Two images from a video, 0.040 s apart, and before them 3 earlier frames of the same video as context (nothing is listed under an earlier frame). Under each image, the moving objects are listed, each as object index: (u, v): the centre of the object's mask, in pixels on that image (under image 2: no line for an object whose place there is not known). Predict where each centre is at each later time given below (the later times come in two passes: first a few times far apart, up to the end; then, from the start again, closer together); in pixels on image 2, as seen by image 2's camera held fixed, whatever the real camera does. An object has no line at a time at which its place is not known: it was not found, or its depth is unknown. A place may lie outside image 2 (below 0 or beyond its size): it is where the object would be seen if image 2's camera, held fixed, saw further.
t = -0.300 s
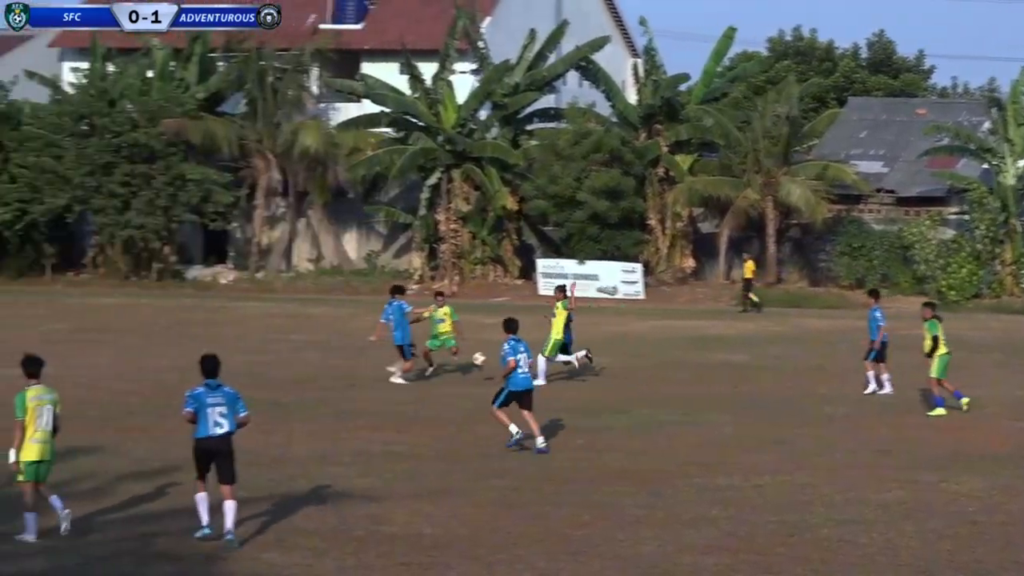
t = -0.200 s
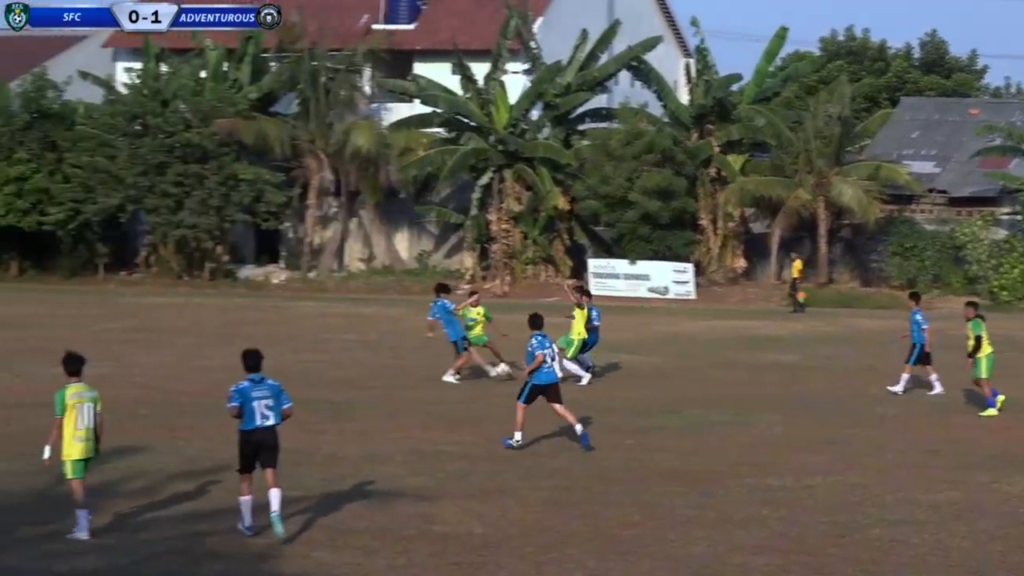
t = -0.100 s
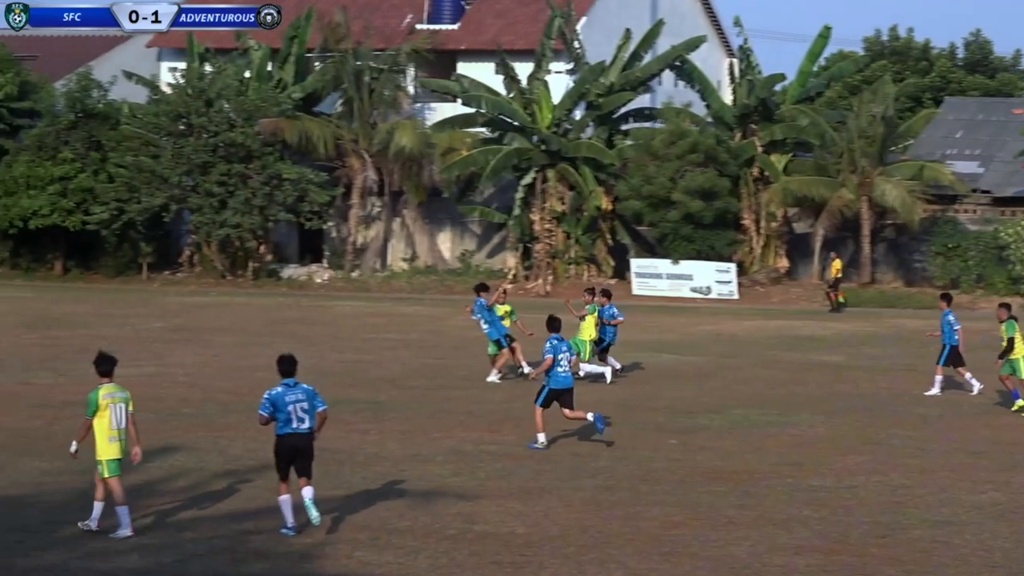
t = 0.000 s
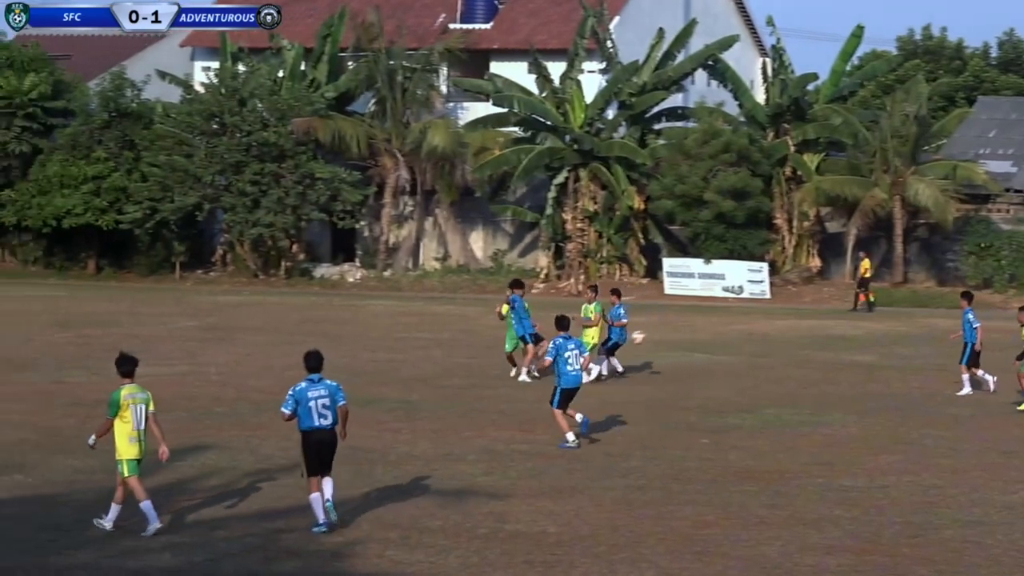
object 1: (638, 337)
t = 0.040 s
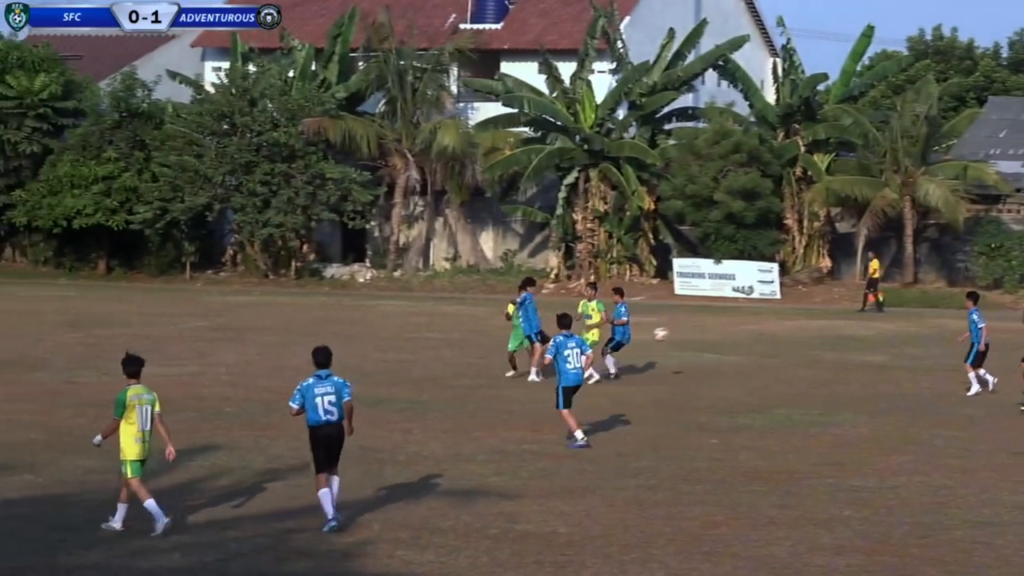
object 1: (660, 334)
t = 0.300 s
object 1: (739, 336)
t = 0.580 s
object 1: (817, 375)
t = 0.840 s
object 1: (857, 347)
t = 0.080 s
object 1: (672, 332)
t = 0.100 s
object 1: (679, 331)
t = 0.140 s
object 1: (691, 330)
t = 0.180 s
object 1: (703, 330)
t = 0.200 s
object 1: (709, 331)
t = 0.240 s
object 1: (721, 333)
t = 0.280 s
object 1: (733, 335)
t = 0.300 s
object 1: (739, 336)
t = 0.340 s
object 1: (751, 340)
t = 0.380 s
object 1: (762, 345)
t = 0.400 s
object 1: (767, 347)
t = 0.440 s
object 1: (779, 353)
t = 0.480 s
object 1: (790, 360)
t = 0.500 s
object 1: (796, 364)
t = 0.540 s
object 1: (808, 373)
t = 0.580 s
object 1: (817, 375)
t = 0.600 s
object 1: (820, 371)
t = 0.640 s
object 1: (826, 364)
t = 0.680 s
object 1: (832, 359)
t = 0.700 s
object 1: (835, 357)
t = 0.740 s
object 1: (841, 353)
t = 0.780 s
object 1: (847, 350)
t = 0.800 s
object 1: (850, 349)
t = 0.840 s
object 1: (857, 347)
